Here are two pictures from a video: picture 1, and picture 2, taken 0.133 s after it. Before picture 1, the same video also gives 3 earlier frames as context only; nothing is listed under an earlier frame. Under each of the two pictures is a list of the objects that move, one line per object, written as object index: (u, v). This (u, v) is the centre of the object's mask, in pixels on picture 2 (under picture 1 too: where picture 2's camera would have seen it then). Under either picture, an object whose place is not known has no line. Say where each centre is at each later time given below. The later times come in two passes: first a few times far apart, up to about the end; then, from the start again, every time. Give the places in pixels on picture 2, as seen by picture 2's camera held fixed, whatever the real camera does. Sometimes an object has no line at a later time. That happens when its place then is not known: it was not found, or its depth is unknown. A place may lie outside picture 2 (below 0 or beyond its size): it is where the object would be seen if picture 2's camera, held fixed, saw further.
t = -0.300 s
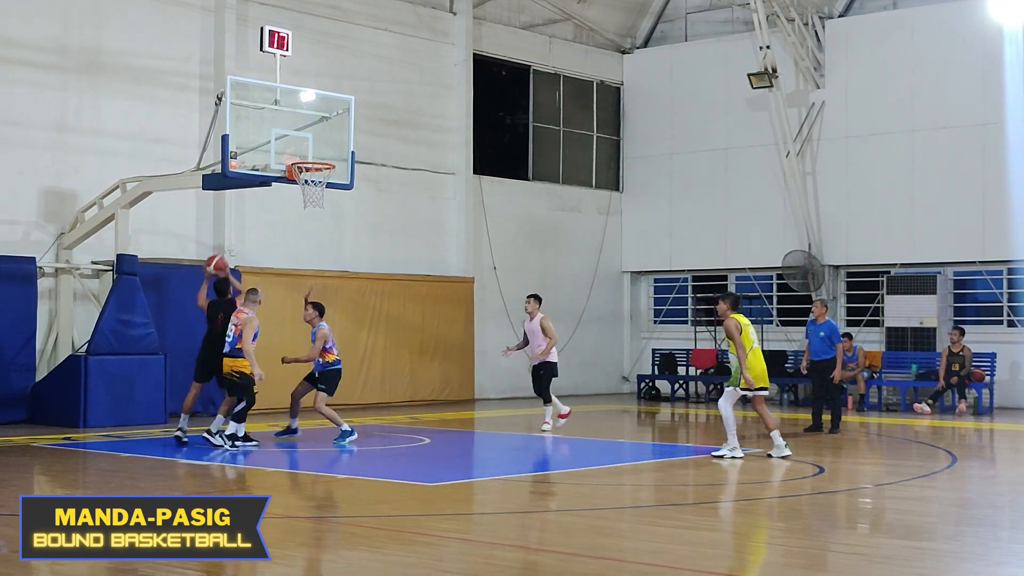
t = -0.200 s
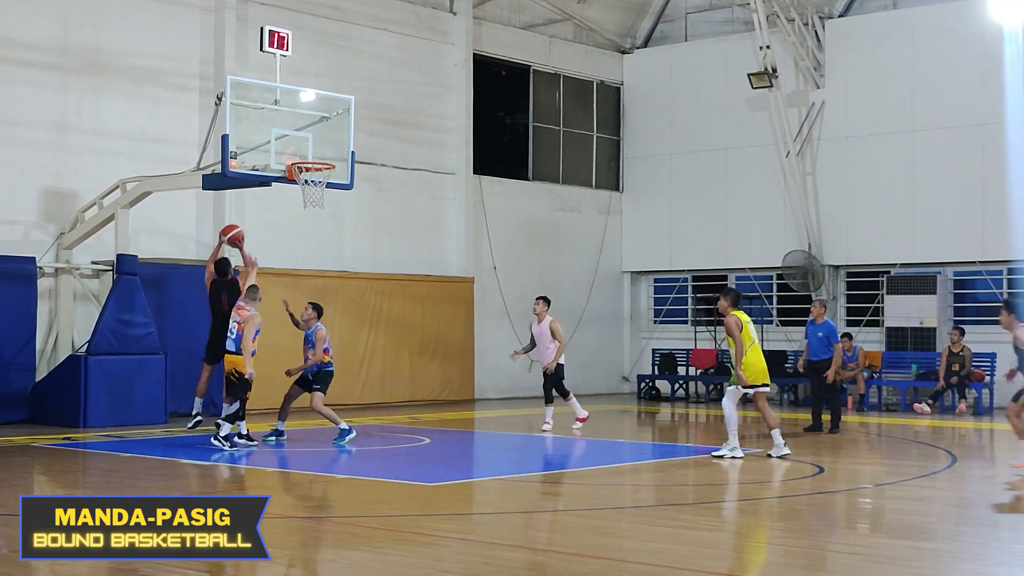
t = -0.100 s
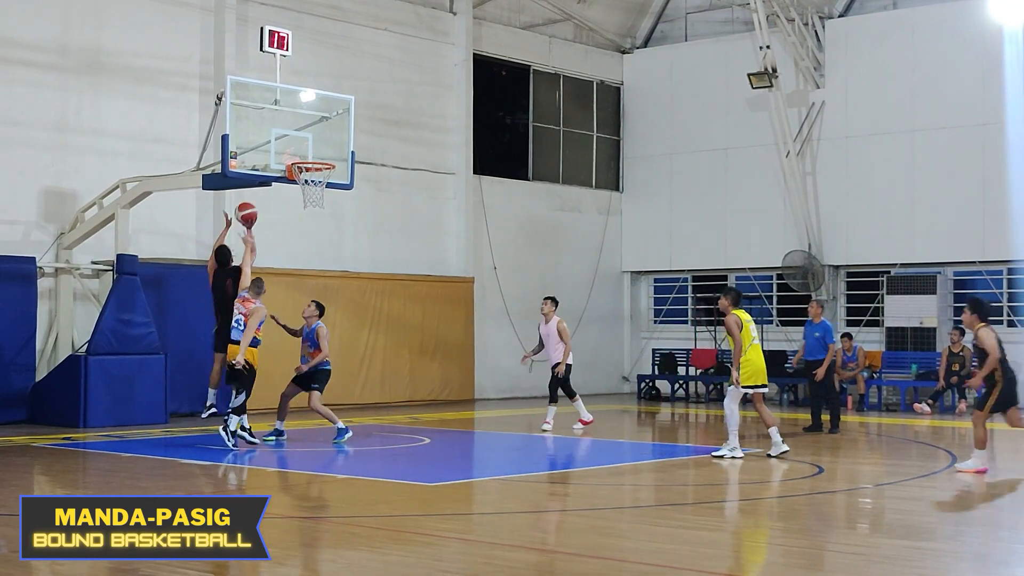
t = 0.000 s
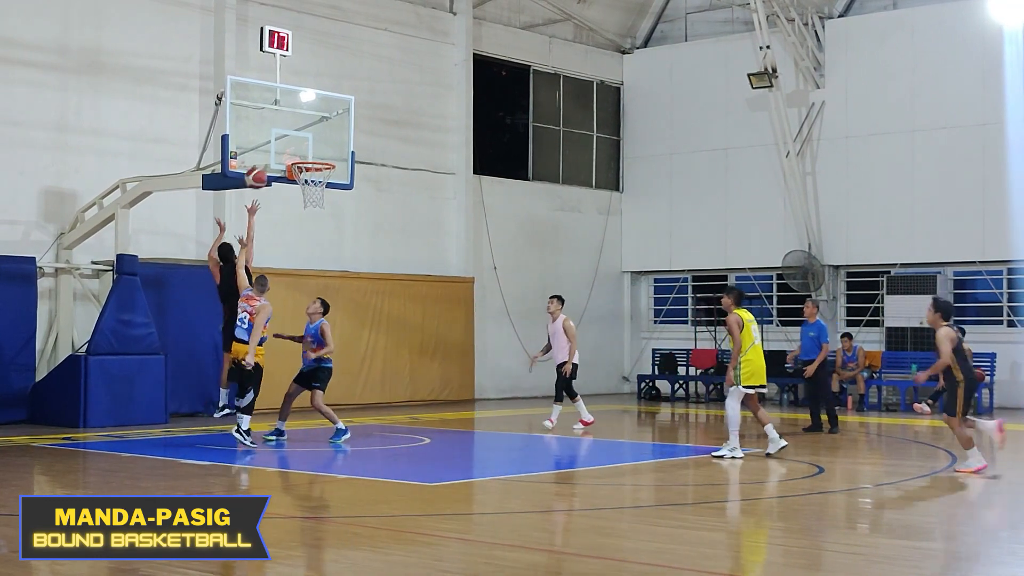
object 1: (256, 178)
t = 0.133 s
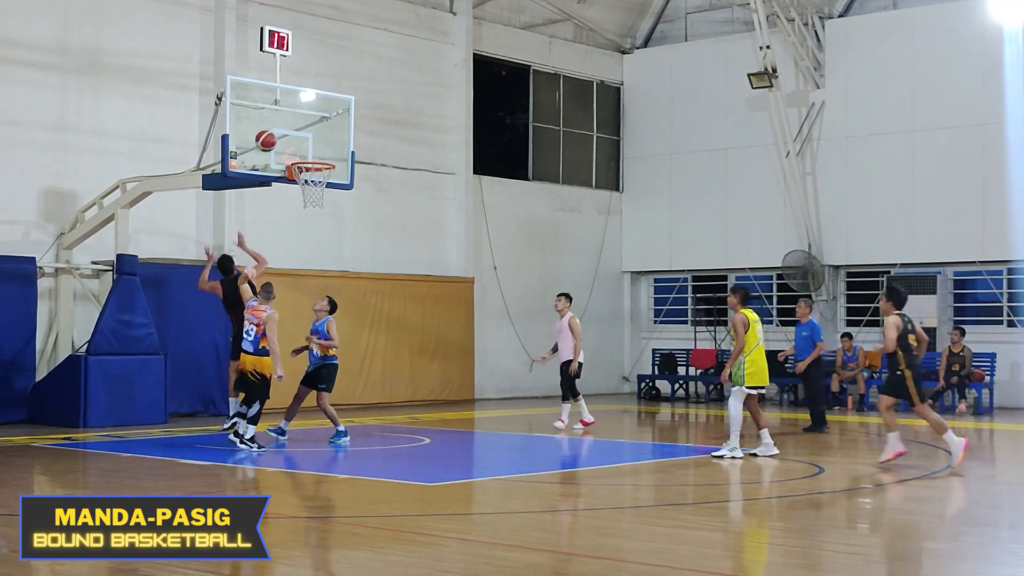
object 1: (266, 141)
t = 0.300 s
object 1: (285, 127)
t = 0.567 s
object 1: (324, 164)
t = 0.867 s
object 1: (299, 193)
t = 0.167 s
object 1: (268, 134)
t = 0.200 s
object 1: (270, 129)
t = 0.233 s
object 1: (275, 127)
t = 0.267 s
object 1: (280, 126)
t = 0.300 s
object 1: (285, 127)
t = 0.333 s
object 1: (290, 128)
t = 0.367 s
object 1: (295, 130)
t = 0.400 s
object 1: (300, 134)
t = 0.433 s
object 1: (305, 138)
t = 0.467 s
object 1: (310, 143)
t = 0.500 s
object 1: (315, 149)
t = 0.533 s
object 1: (320, 155)
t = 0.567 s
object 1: (324, 164)
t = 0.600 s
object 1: (318, 171)
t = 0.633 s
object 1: (314, 174)
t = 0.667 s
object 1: (307, 182)
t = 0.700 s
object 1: (302, 188)
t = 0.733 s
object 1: (299, 189)
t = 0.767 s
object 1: (298, 190)
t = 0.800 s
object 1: (298, 191)
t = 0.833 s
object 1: (298, 191)
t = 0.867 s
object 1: (299, 193)
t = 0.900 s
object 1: (300, 195)
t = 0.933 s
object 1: (301, 200)
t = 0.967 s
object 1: (302, 204)
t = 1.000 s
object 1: (303, 209)
